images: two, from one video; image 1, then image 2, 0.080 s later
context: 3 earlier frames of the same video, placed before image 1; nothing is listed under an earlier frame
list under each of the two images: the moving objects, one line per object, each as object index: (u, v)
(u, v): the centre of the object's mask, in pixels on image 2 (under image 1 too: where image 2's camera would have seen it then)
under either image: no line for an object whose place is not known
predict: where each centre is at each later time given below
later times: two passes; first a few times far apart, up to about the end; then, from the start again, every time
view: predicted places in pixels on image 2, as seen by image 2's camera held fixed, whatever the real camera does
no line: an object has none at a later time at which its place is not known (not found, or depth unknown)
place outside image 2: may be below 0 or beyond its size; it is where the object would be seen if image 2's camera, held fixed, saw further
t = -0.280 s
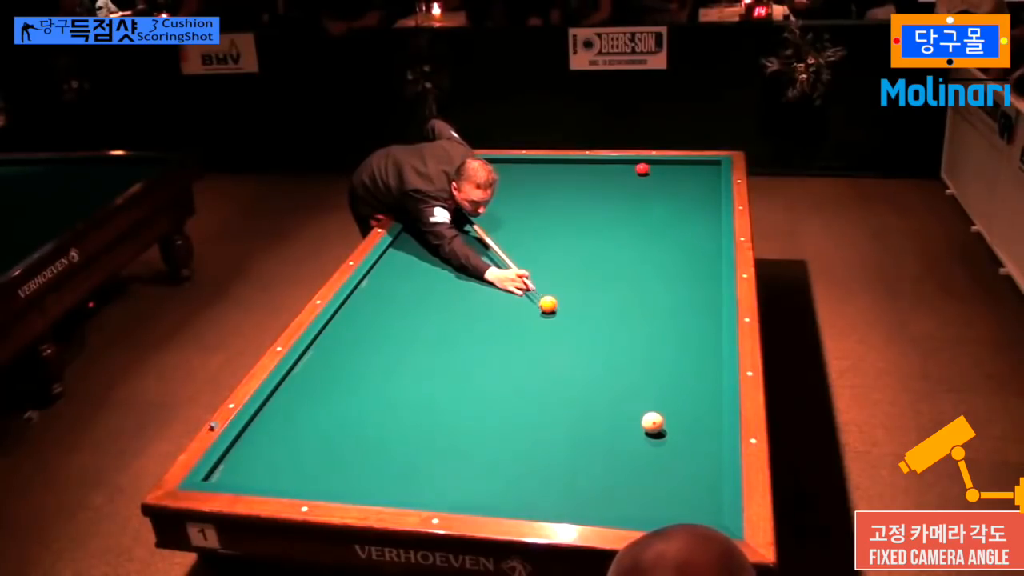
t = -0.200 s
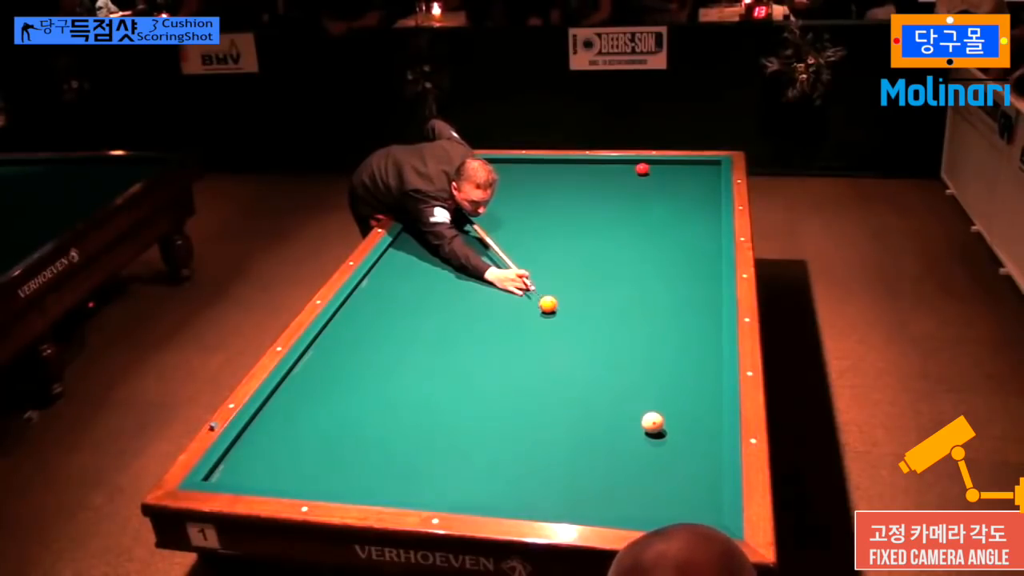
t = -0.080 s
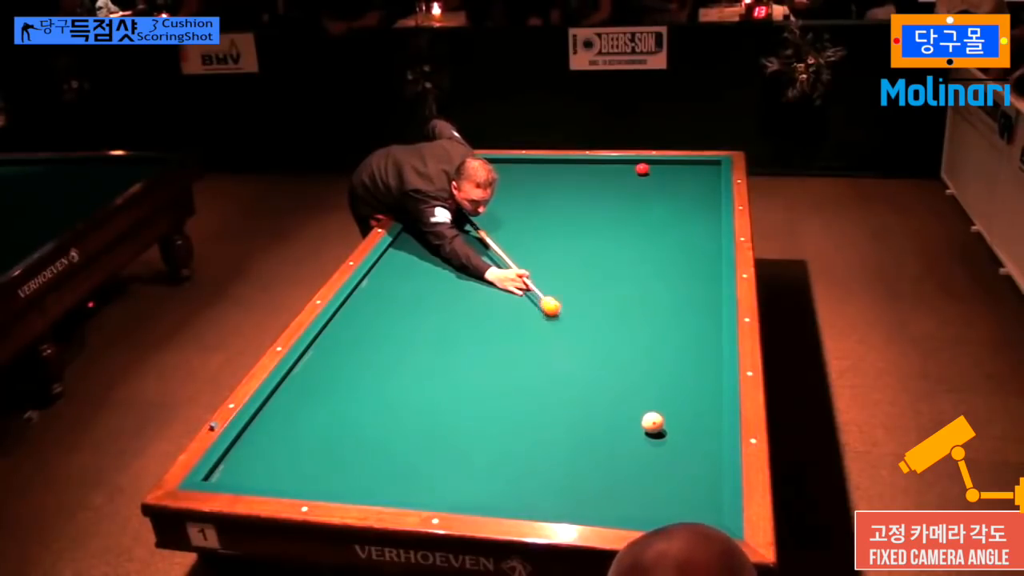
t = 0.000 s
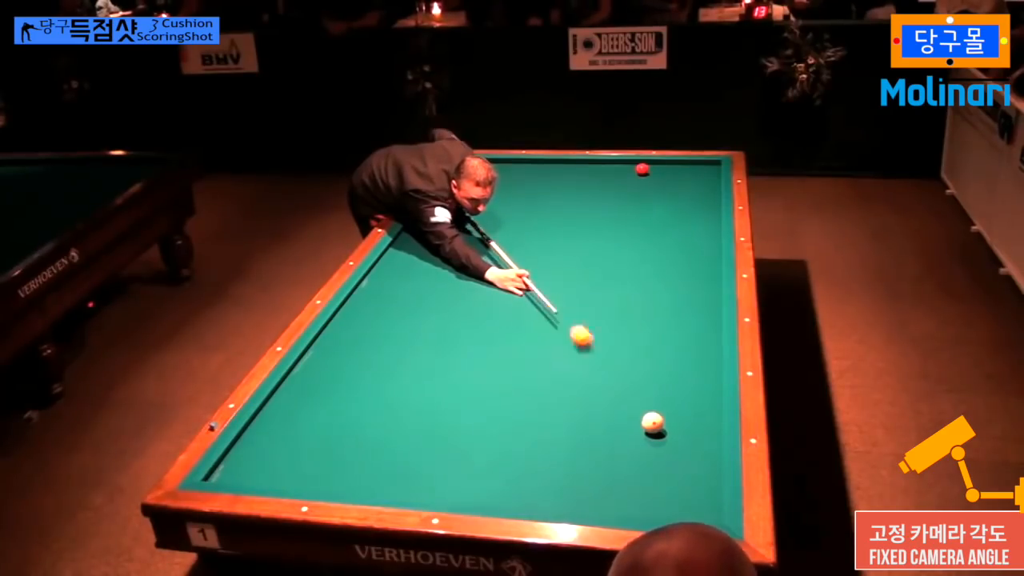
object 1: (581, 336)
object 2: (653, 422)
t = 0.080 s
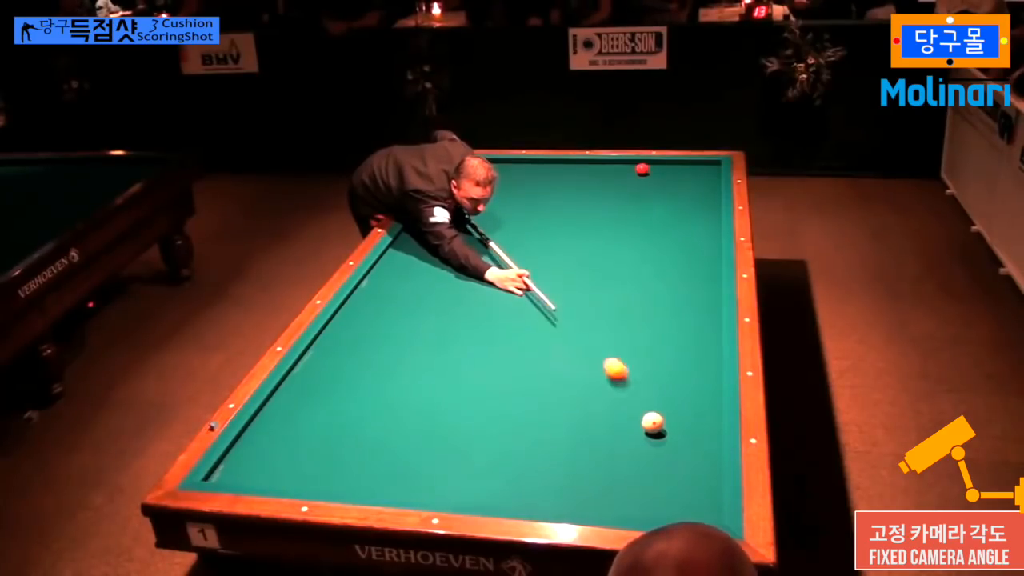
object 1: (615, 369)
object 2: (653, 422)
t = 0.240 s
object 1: (707, 421)
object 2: (641, 450)
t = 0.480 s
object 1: (586, 447)
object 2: (617, 483)
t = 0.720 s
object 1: (472, 486)
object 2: (619, 431)
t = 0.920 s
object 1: (406, 470)
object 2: (620, 397)
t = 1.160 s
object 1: (344, 438)
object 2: (621, 361)
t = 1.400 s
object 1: (291, 410)
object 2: (622, 330)
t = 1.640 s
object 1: (313, 387)
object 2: (624, 303)
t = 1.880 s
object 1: (364, 365)
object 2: (625, 279)
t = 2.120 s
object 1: (412, 346)
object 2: (625, 258)
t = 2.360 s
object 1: (457, 328)
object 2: (626, 239)
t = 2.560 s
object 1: (490, 314)
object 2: (627, 225)
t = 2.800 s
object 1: (528, 298)
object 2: (627, 209)
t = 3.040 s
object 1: (564, 283)
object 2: (628, 194)
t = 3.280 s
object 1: (596, 270)
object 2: (628, 181)
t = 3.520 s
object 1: (627, 257)
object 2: (628, 170)
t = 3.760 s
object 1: (656, 246)
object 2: (628, 163)
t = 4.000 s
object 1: (683, 235)
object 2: (625, 170)
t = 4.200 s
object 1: (704, 226)
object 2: (622, 175)
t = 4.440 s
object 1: (708, 217)
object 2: (619, 181)
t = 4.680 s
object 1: (698, 210)
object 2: (616, 188)
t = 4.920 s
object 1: (688, 203)
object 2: (613, 194)
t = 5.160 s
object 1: (679, 197)
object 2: (610, 201)
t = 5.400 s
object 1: (671, 191)
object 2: (607, 207)
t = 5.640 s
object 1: (663, 185)
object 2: (604, 214)
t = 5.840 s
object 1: (656, 181)
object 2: (602, 219)
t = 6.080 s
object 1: (650, 176)
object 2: (599, 226)
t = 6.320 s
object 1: (644, 173)
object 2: (596, 232)
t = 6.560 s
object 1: (641, 172)
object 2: (593, 238)
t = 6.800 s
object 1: (638, 172)
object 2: (591, 245)
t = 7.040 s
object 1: (635, 171)
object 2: (588, 251)
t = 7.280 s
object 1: (633, 171)
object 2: (586, 257)
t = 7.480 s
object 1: (631, 171)
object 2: (584, 262)
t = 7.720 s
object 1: (630, 171)
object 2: (582, 267)
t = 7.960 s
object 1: (629, 170)
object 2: (580, 273)
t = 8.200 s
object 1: (628, 170)
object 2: (579, 279)
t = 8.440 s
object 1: (628, 170)
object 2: (578, 284)
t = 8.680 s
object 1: (628, 170)
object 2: (576, 290)
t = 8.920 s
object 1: (628, 170)
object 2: (575, 295)
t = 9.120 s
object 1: (627, 170)
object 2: (574, 299)
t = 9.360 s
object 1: (628, 170)
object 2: (572, 304)
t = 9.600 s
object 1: (628, 169)
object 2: (572, 308)
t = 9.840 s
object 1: (628, 169)
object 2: (571, 312)
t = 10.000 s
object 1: (628, 169)
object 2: (571, 315)
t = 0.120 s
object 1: (634, 387)
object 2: (652, 422)
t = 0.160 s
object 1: (654, 405)
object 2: (652, 423)
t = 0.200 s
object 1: (680, 416)
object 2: (647, 435)
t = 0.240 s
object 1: (707, 421)
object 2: (641, 450)
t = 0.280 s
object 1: (696, 426)
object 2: (634, 467)
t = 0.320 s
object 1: (673, 429)
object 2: (627, 483)
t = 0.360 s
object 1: (650, 433)
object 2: (620, 500)
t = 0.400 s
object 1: (628, 437)
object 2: (616, 506)
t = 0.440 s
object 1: (607, 441)
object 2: (616, 494)
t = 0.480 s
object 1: (586, 447)
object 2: (617, 483)
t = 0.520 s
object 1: (566, 452)
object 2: (618, 473)
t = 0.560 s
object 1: (547, 458)
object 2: (618, 463)
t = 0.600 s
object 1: (528, 464)
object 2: (618, 454)
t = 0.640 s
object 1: (509, 471)
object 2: (618, 446)
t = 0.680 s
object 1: (491, 479)
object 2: (619, 439)
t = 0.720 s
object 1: (472, 486)
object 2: (619, 431)
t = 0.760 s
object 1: (453, 492)
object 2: (619, 424)
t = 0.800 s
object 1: (438, 490)
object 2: (619, 417)
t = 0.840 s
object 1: (427, 483)
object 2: (620, 410)
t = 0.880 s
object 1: (416, 476)
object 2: (620, 404)
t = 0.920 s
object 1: (406, 470)
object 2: (620, 397)
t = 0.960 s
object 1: (395, 464)
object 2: (620, 390)
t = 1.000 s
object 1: (384, 459)
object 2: (621, 385)
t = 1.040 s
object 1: (374, 453)
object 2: (621, 378)
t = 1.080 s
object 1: (363, 448)
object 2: (621, 373)
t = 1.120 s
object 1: (354, 443)
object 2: (621, 367)
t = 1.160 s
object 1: (344, 438)
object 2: (621, 361)
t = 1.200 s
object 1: (335, 433)
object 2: (622, 356)
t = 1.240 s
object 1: (325, 428)
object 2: (622, 350)
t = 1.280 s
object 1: (317, 423)
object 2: (622, 345)
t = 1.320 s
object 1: (307, 419)
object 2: (622, 340)
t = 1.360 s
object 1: (299, 415)
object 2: (622, 335)
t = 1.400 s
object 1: (291, 410)
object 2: (622, 330)
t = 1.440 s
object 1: (282, 406)
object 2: (623, 325)
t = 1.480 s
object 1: (274, 402)
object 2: (623, 321)
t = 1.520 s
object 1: (281, 398)
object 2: (623, 317)
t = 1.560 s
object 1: (293, 394)
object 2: (623, 312)
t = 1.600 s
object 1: (304, 390)
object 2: (623, 307)
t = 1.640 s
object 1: (313, 387)
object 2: (624, 303)
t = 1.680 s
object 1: (322, 383)
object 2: (624, 299)
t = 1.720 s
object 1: (330, 379)
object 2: (624, 295)
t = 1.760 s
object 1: (339, 376)
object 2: (624, 291)
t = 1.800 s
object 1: (347, 372)
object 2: (624, 287)
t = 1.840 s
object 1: (356, 368)
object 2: (624, 283)
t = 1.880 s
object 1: (364, 365)
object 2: (625, 279)
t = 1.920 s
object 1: (373, 362)
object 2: (625, 275)
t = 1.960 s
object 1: (381, 358)
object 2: (625, 272)
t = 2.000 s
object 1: (389, 355)
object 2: (625, 269)
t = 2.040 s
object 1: (397, 352)
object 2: (625, 265)
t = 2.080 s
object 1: (405, 349)
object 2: (625, 261)
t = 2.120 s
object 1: (412, 346)
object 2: (625, 258)
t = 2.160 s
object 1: (420, 343)
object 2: (625, 255)
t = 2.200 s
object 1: (427, 339)
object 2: (626, 252)
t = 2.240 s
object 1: (435, 336)
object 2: (626, 248)
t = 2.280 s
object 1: (442, 333)
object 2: (626, 245)
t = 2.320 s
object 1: (449, 331)
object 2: (626, 242)
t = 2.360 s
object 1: (457, 328)
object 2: (626, 239)
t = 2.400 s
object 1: (463, 325)
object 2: (626, 236)
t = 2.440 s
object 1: (470, 322)
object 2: (626, 233)
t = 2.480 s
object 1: (477, 319)
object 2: (626, 230)
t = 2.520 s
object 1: (483, 317)
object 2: (627, 227)
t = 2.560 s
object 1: (490, 314)
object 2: (627, 225)
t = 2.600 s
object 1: (497, 311)
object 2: (627, 222)
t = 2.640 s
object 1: (503, 308)
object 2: (627, 219)
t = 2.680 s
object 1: (510, 306)
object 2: (627, 217)
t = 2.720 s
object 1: (516, 303)
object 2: (627, 214)
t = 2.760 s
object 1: (522, 301)
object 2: (627, 212)
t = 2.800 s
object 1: (528, 298)
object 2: (627, 209)
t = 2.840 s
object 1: (534, 296)
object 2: (627, 206)
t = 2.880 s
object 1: (540, 293)
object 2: (627, 204)
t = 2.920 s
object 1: (546, 291)
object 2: (627, 201)
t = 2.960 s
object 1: (552, 288)
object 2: (627, 199)
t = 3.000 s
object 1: (558, 286)
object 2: (628, 197)
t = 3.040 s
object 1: (564, 283)
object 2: (628, 194)
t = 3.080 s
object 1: (569, 281)
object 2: (628, 192)
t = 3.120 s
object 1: (574, 279)
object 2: (628, 190)
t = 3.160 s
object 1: (580, 277)
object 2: (628, 188)
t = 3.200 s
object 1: (585, 274)
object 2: (628, 186)
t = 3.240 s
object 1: (591, 272)
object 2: (628, 183)
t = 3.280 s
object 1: (596, 270)
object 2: (628, 181)
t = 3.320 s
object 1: (601, 268)
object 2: (628, 179)
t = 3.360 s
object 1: (607, 266)
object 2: (628, 177)
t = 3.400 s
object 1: (612, 264)
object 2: (628, 175)
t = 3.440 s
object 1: (617, 261)
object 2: (628, 174)
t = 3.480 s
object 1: (622, 259)
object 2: (628, 171)
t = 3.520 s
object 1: (627, 257)
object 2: (628, 170)
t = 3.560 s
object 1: (632, 255)
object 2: (628, 168)
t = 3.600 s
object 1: (637, 253)
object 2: (628, 166)
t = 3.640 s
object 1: (642, 251)
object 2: (629, 164)
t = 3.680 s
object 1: (647, 250)
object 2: (629, 162)
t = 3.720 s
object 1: (652, 248)
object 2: (628, 162)
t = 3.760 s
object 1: (656, 246)
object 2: (628, 163)
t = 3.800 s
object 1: (661, 244)
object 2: (627, 165)
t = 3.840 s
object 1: (666, 242)
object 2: (627, 166)
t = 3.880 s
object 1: (670, 240)
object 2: (626, 167)
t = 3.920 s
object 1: (674, 238)
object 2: (626, 168)
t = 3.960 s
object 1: (679, 236)
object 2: (625, 169)
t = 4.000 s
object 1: (683, 235)
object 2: (625, 170)
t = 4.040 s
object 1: (687, 233)
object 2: (624, 171)
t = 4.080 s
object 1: (692, 231)
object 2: (624, 172)
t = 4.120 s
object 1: (696, 229)
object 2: (623, 173)
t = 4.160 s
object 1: (700, 228)
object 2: (623, 174)
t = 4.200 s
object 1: (704, 226)
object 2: (622, 175)
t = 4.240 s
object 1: (708, 224)
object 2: (622, 176)
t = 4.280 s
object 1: (712, 223)
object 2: (621, 177)
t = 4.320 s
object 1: (714, 221)
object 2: (621, 178)
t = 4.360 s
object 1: (712, 220)
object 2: (620, 179)
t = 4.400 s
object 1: (710, 218)
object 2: (620, 180)
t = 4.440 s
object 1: (708, 217)
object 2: (619, 181)
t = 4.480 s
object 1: (706, 216)
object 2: (619, 182)
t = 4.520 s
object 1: (704, 214)
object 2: (618, 184)
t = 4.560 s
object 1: (703, 213)
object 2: (618, 185)
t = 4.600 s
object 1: (701, 212)
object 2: (617, 186)
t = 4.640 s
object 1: (699, 211)
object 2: (617, 187)
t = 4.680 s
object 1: (698, 210)
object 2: (616, 188)
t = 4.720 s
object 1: (696, 209)
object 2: (616, 189)
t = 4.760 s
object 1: (695, 208)
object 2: (615, 190)
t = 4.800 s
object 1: (693, 206)
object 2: (615, 191)
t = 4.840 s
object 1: (691, 205)
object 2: (614, 192)
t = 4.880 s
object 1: (690, 204)
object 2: (613, 193)
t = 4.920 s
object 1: (688, 203)
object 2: (613, 194)
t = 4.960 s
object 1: (687, 202)
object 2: (613, 195)
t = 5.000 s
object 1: (685, 201)
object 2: (612, 196)
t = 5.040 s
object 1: (684, 200)
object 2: (611, 197)
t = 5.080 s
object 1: (682, 199)
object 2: (611, 199)
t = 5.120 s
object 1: (681, 198)
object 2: (611, 200)
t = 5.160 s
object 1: (679, 197)
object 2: (610, 201)
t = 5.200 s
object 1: (678, 196)
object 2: (609, 202)
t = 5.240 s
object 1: (676, 195)
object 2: (609, 203)
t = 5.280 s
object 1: (675, 194)
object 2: (609, 204)
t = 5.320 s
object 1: (674, 193)
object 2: (608, 205)
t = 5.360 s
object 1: (672, 192)
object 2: (608, 206)
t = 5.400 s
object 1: (671, 191)
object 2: (607, 207)
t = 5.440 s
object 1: (669, 190)
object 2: (606, 208)
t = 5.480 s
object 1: (668, 189)
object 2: (606, 209)
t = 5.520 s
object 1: (667, 188)
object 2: (605, 210)
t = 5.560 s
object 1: (665, 187)
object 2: (605, 212)
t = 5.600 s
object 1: (664, 186)
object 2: (604, 213)
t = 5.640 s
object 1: (663, 185)
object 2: (604, 214)
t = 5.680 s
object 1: (661, 185)
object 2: (604, 215)
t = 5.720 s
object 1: (660, 184)
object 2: (603, 216)
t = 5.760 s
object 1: (659, 183)
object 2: (603, 217)
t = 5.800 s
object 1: (658, 182)
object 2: (602, 218)
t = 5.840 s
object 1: (656, 181)
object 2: (602, 219)
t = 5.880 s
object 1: (655, 180)
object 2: (601, 220)
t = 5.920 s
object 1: (654, 180)
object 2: (601, 221)
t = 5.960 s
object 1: (653, 179)
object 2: (600, 222)
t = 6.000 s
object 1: (652, 178)
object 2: (600, 223)
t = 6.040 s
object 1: (651, 177)
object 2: (599, 225)
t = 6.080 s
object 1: (650, 176)
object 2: (599, 226)
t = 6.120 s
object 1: (648, 176)
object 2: (599, 226)
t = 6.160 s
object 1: (647, 175)
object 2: (598, 227)
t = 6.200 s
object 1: (646, 174)
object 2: (598, 229)
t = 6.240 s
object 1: (645, 173)
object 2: (597, 230)
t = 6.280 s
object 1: (645, 173)
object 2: (597, 231)
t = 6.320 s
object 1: (644, 173)
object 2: (596, 232)
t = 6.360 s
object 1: (643, 173)
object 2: (596, 233)
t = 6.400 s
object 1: (643, 173)
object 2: (595, 234)
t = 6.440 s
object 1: (642, 172)
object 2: (594, 235)
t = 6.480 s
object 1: (642, 172)
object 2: (594, 236)
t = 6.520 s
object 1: (641, 172)
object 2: (594, 237)
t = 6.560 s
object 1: (641, 172)
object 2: (593, 238)
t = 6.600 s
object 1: (640, 172)
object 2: (593, 239)
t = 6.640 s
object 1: (640, 172)
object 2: (592, 240)
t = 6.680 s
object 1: (639, 172)
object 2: (592, 241)
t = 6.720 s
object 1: (639, 172)
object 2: (592, 242)
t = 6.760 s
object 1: (638, 172)
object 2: (591, 244)
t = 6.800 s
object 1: (638, 172)
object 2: (591, 245)
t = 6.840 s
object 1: (637, 172)
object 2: (590, 246)
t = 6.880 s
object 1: (637, 172)
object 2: (590, 247)
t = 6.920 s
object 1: (636, 171)
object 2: (589, 248)
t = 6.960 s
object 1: (636, 171)
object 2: (589, 249)
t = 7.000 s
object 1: (635, 171)
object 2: (588, 250)
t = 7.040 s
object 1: (635, 171)
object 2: (588, 251)
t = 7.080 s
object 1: (635, 171)
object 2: (588, 252)
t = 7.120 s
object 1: (634, 171)
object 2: (587, 253)
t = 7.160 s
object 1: (634, 171)
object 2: (587, 254)
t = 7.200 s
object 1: (634, 171)
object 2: (587, 255)
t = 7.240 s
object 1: (633, 171)
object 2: (586, 256)
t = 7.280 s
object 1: (633, 171)
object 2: (586, 257)
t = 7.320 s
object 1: (633, 171)
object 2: (585, 258)
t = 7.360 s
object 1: (632, 171)
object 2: (585, 259)
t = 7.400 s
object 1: (632, 171)
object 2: (585, 260)
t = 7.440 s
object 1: (631, 171)
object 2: (584, 261)
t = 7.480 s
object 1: (631, 171)
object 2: (584, 262)
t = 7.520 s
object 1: (631, 171)
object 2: (584, 263)
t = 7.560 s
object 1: (631, 171)
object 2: (583, 264)
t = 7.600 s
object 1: (631, 171)
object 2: (583, 264)
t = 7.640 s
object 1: (630, 171)
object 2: (582, 265)
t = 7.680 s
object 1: (630, 171)
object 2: (582, 266)
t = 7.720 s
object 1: (630, 171)
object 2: (582, 267)
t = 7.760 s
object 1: (630, 171)
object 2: (581, 268)
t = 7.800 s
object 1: (629, 171)
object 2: (581, 269)
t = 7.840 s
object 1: (629, 171)
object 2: (581, 270)
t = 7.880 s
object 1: (629, 170)
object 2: (581, 271)
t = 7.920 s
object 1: (629, 170)
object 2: (580, 272)
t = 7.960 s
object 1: (629, 170)
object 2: (580, 273)
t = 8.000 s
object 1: (629, 170)
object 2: (580, 274)
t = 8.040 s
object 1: (629, 170)
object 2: (580, 275)
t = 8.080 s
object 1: (628, 170)
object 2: (579, 276)
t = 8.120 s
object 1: (628, 170)
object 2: (579, 277)
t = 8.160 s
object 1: (628, 170)
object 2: (579, 278)
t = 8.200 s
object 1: (628, 170)
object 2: (579, 279)
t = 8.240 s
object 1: (628, 170)
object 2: (578, 280)
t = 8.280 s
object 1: (628, 170)
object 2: (578, 281)
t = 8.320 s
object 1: (628, 170)
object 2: (578, 282)
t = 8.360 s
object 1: (628, 170)
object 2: (578, 283)
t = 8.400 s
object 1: (628, 170)
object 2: (578, 284)
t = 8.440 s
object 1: (628, 170)
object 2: (578, 284)
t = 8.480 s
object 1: (628, 170)
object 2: (577, 285)
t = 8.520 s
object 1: (628, 170)
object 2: (577, 286)
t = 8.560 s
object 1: (628, 170)
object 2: (577, 287)
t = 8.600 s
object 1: (628, 170)
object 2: (577, 288)
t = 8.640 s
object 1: (628, 170)
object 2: (577, 289)
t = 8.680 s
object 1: (628, 170)
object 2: (576, 290)
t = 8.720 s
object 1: (628, 170)
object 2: (576, 291)
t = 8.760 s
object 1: (628, 170)
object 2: (576, 291)
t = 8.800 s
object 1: (628, 170)
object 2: (576, 292)
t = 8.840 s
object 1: (628, 170)
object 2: (575, 293)
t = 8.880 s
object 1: (628, 170)
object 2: (575, 294)
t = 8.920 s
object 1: (628, 170)
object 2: (575, 295)
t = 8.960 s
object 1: (628, 170)
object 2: (575, 296)
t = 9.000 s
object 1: (628, 170)
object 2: (575, 296)
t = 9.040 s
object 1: (628, 170)
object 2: (574, 297)
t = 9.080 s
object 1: (628, 170)
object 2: (574, 298)
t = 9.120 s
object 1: (627, 170)
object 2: (574, 299)
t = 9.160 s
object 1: (627, 170)
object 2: (574, 300)
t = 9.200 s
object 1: (628, 170)
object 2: (573, 300)
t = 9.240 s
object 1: (628, 170)
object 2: (573, 301)
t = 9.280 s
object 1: (628, 170)
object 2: (573, 302)
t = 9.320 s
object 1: (627, 170)
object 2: (573, 303)
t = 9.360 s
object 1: (628, 170)
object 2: (572, 304)
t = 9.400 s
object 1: (627, 170)
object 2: (572, 304)
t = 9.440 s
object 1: (628, 170)
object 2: (572, 305)
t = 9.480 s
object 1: (628, 170)
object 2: (572, 306)
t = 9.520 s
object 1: (628, 170)
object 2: (572, 307)
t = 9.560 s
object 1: (628, 169)
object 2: (572, 307)
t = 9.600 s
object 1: (628, 169)
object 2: (572, 308)
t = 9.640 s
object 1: (628, 169)
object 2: (572, 309)
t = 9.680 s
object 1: (628, 169)
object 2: (572, 309)
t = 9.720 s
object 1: (628, 169)
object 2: (571, 310)
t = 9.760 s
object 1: (628, 169)
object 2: (571, 311)
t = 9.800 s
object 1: (628, 169)
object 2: (571, 312)
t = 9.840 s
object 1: (628, 169)
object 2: (571, 312)
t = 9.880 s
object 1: (628, 169)
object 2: (571, 313)
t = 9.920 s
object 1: (628, 169)
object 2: (571, 314)
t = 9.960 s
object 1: (628, 169)
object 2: (571, 314)
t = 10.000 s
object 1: (628, 169)
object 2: (571, 315)
